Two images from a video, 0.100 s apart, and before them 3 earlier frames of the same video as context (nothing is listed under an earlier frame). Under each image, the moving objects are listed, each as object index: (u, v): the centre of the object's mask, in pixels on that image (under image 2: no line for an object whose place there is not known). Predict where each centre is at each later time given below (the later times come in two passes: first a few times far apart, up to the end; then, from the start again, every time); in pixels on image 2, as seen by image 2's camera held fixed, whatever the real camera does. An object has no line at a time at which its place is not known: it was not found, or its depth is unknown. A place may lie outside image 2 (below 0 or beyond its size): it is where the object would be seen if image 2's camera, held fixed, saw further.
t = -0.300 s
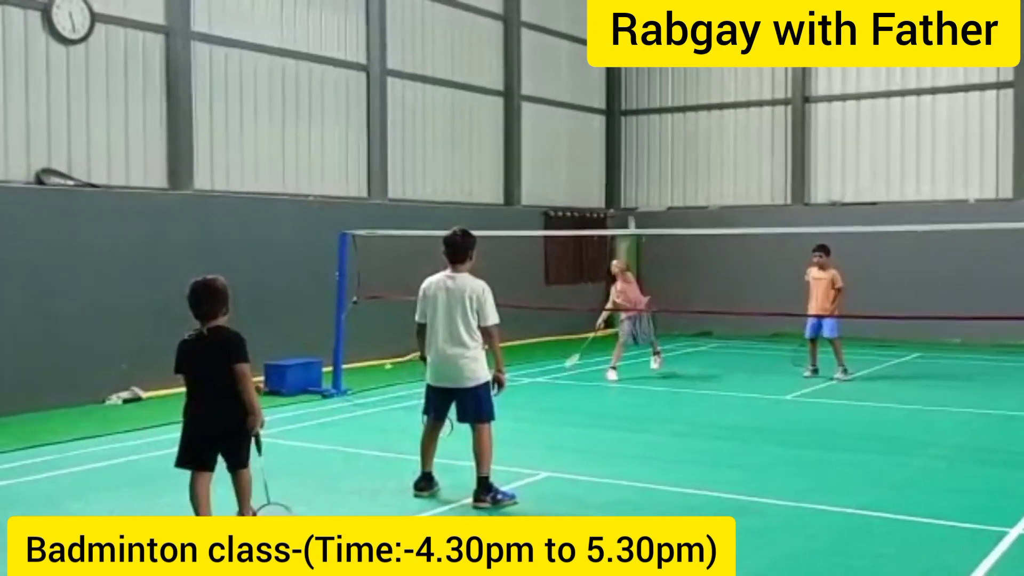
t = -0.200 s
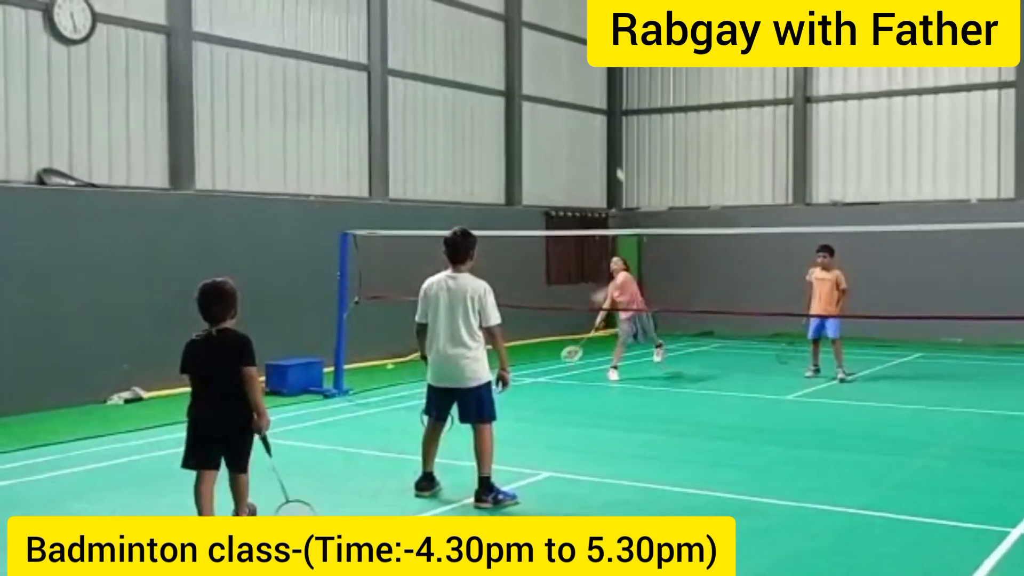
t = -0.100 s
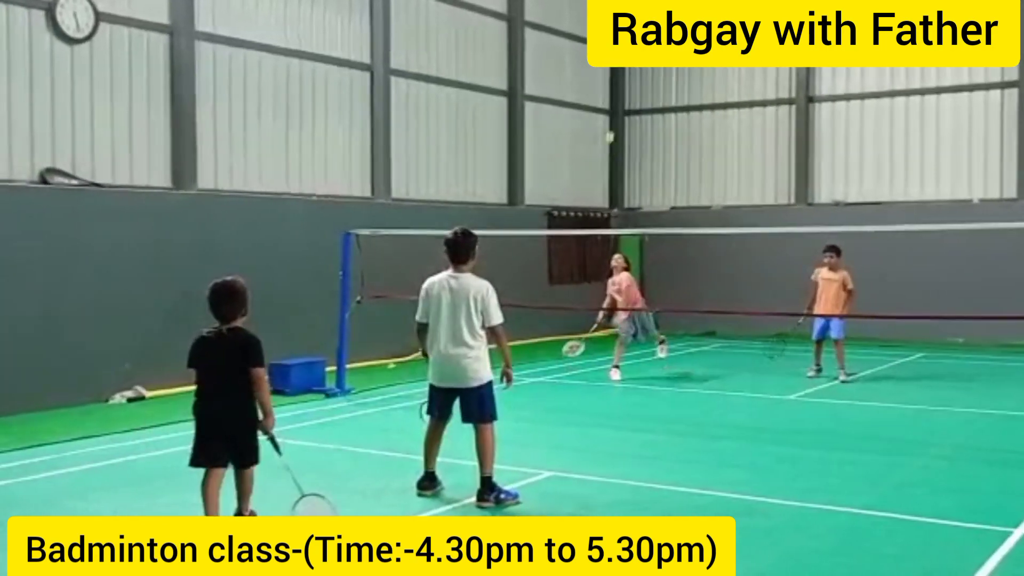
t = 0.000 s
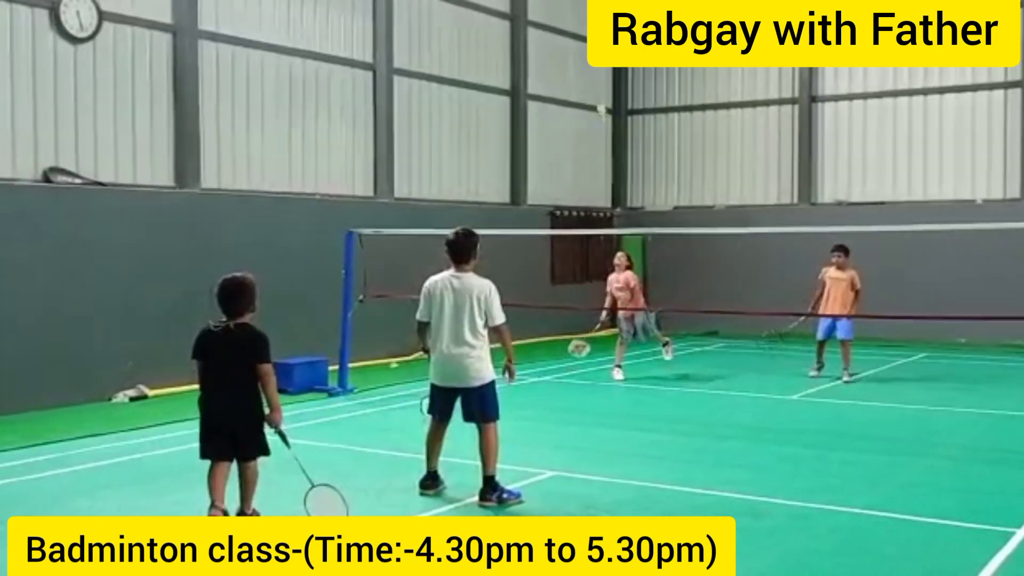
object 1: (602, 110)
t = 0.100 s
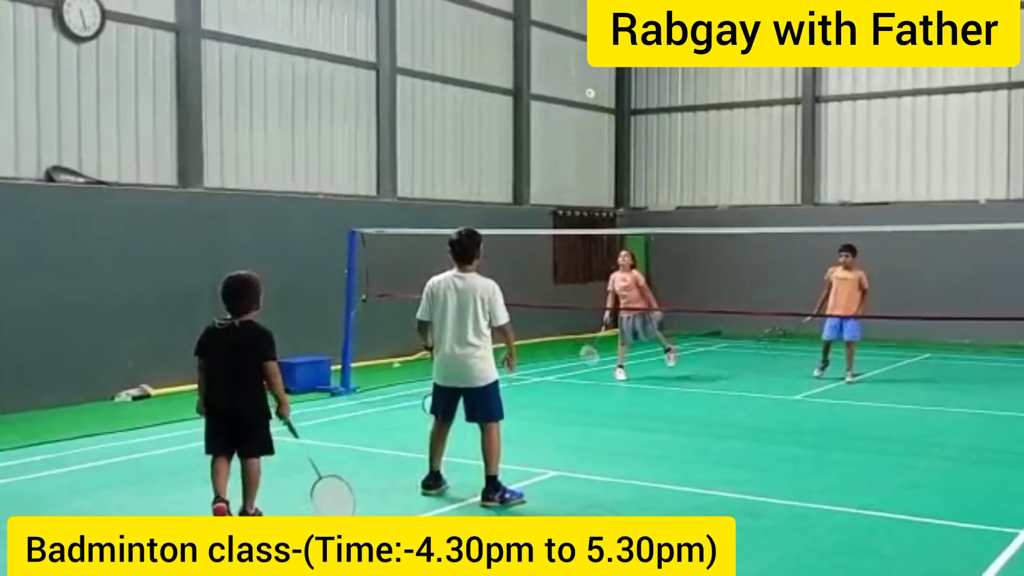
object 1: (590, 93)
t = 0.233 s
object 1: (574, 91)
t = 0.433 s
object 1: (548, 129)
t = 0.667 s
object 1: (516, 242)
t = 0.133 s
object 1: (586, 91)
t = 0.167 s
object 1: (582, 89)
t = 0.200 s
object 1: (578, 90)
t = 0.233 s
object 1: (574, 91)
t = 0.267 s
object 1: (570, 94)
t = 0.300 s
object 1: (565, 98)
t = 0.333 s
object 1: (561, 103)
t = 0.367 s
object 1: (556, 110)
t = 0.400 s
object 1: (552, 118)
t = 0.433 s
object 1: (548, 129)
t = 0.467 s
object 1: (543, 141)
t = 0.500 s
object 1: (539, 154)
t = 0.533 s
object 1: (534, 168)
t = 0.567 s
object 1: (529, 185)
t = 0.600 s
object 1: (524, 203)
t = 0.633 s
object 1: (522, 220)
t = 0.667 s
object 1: (516, 242)
